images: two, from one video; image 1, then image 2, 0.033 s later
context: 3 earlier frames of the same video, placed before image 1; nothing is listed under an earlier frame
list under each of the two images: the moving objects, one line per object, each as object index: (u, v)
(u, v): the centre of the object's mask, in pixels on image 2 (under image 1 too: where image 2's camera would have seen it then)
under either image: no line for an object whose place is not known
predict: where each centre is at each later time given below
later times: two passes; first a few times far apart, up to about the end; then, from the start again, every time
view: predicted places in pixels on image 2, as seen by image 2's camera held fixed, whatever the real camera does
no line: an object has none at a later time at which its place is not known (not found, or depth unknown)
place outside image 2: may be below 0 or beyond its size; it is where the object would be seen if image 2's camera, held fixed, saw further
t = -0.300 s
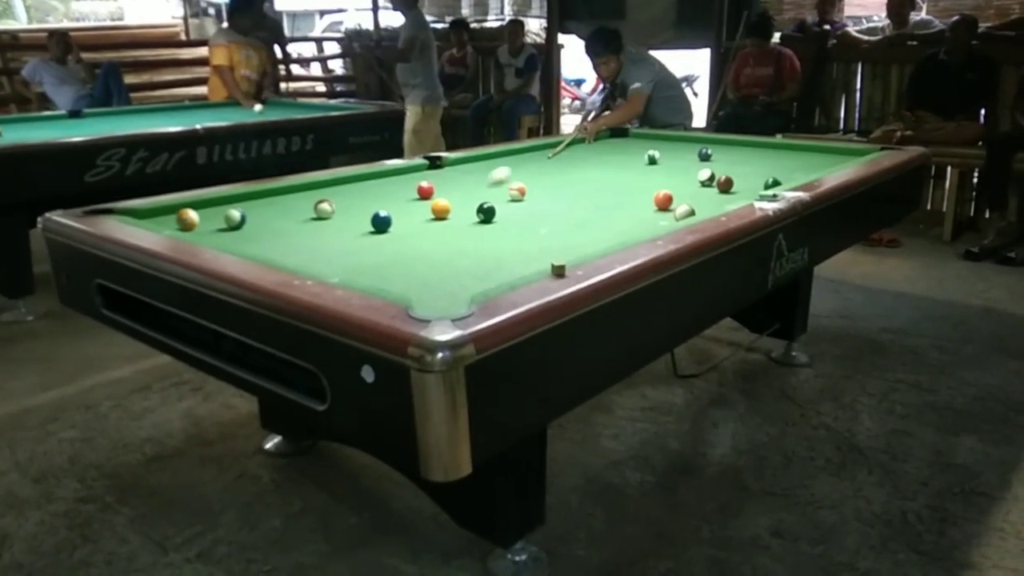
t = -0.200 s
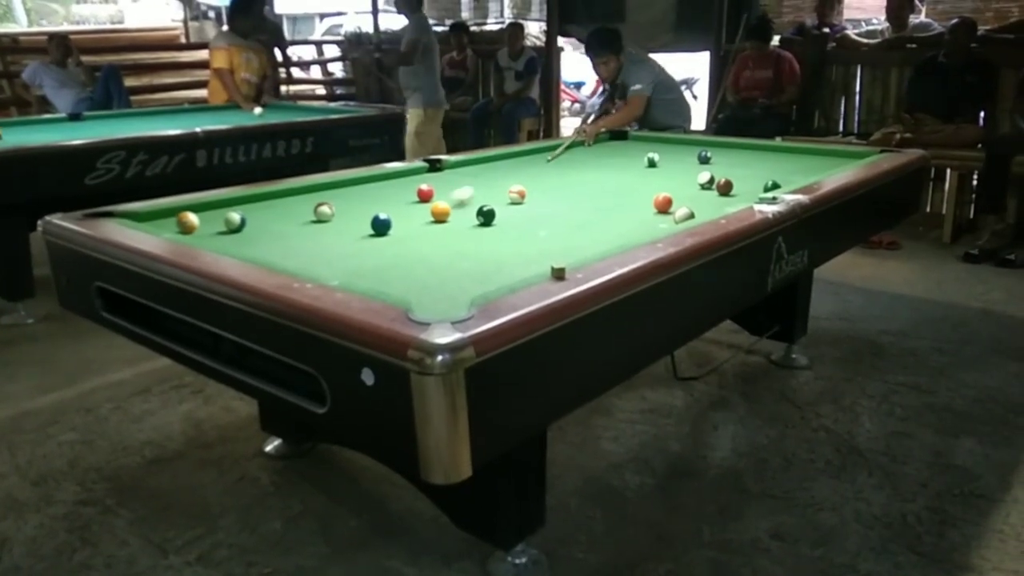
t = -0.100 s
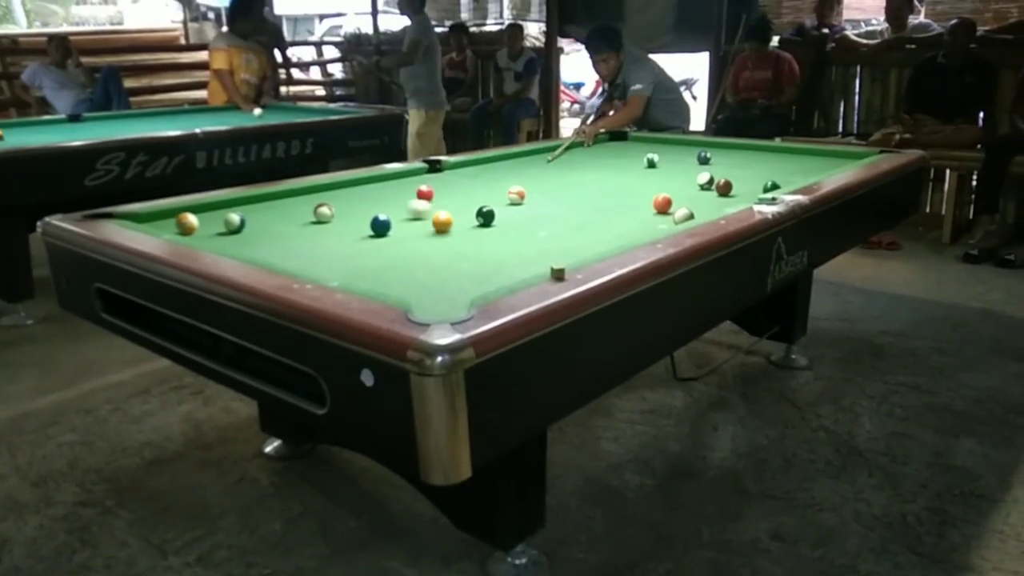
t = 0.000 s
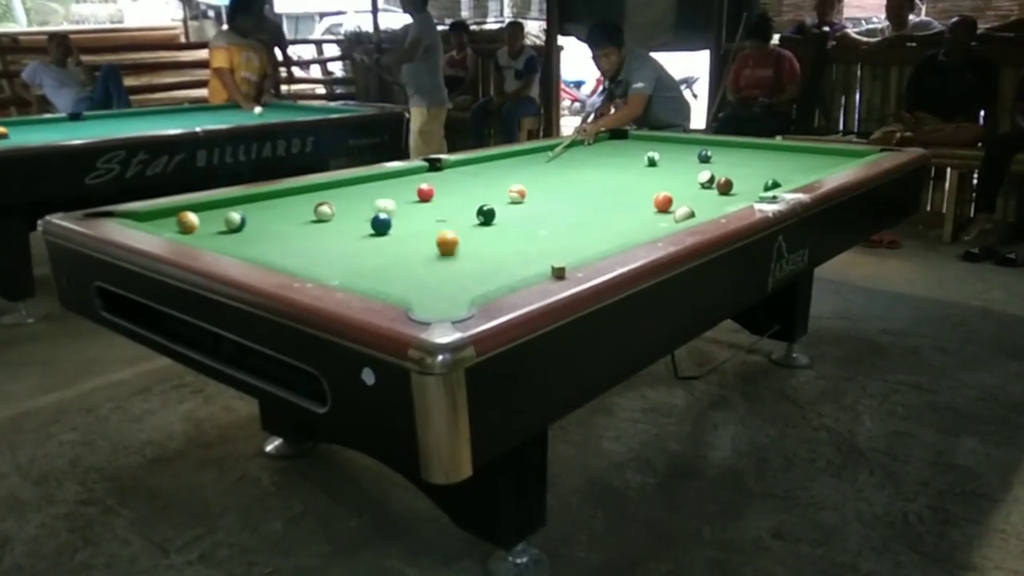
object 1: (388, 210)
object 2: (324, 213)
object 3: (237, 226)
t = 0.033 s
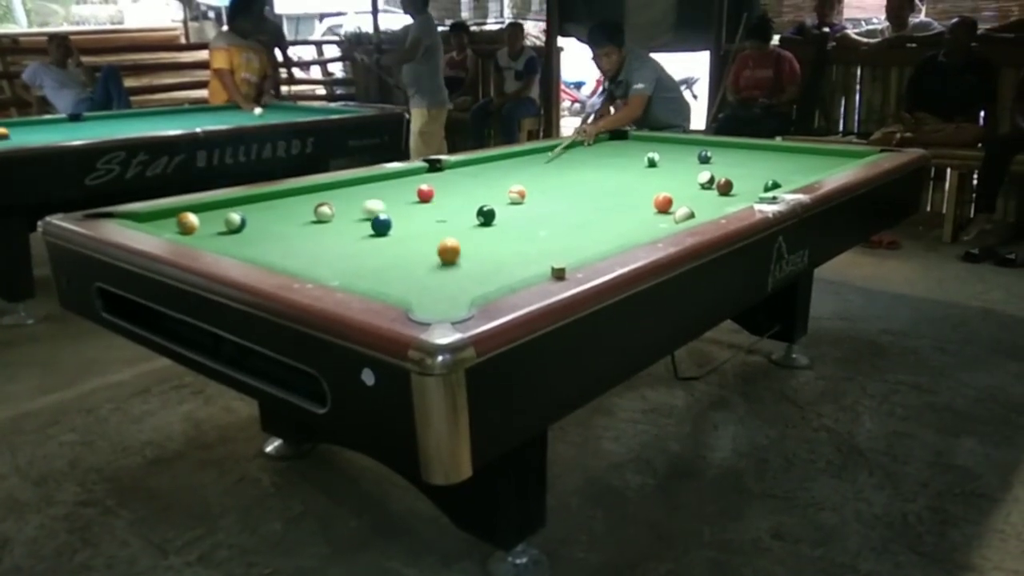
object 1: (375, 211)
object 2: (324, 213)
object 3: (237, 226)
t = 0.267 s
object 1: (330, 207)
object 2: (295, 216)
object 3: (237, 226)
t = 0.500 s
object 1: (304, 203)
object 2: (256, 221)
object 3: (231, 226)
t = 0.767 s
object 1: (279, 198)
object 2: (246, 223)
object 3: (197, 226)
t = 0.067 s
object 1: (363, 209)
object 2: (324, 213)
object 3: (236, 226)
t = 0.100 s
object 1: (352, 210)
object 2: (324, 213)
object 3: (237, 226)
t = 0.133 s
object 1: (344, 209)
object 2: (323, 213)
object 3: (237, 226)
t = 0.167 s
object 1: (341, 209)
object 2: (314, 214)
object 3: (237, 226)
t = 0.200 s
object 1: (337, 208)
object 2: (307, 215)
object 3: (237, 226)
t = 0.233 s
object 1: (334, 207)
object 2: (300, 215)
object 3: (236, 226)
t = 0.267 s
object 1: (330, 207)
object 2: (295, 216)
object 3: (237, 226)
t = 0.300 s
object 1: (326, 206)
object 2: (289, 217)
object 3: (237, 226)
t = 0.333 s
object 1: (323, 205)
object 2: (283, 218)
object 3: (237, 226)
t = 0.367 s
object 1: (319, 205)
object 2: (276, 218)
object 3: (237, 226)
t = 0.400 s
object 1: (315, 204)
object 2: (270, 219)
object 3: (236, 226)
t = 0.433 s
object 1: (312, 204)
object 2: (263, 220)
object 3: (237, 226)
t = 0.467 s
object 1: (308, 203)
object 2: (257, 221)
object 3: (235, 226)
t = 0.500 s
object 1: (304, 203)
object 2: (256, 221)
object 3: (231, 226)
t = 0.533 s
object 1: (301, 202)
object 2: (255, 221)
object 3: (226, 225)
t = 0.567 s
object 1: (298, 202)
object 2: (254, 222)
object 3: (221, 224)
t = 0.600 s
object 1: (294, 201)
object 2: (252, 222)
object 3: (216, 224)
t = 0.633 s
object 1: (291, 200)
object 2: (251, 222)
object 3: (212, 224)
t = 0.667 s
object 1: (287, 200)
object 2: (250, 222)
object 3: (208, 225)
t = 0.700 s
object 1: (285, 199)
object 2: (249, 222)
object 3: (204, 225)
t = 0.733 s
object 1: (282, 199)
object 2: (247, 222)
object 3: (201, 226)
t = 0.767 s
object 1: (279, 198)
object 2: (246, 223)
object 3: (197, 226)
